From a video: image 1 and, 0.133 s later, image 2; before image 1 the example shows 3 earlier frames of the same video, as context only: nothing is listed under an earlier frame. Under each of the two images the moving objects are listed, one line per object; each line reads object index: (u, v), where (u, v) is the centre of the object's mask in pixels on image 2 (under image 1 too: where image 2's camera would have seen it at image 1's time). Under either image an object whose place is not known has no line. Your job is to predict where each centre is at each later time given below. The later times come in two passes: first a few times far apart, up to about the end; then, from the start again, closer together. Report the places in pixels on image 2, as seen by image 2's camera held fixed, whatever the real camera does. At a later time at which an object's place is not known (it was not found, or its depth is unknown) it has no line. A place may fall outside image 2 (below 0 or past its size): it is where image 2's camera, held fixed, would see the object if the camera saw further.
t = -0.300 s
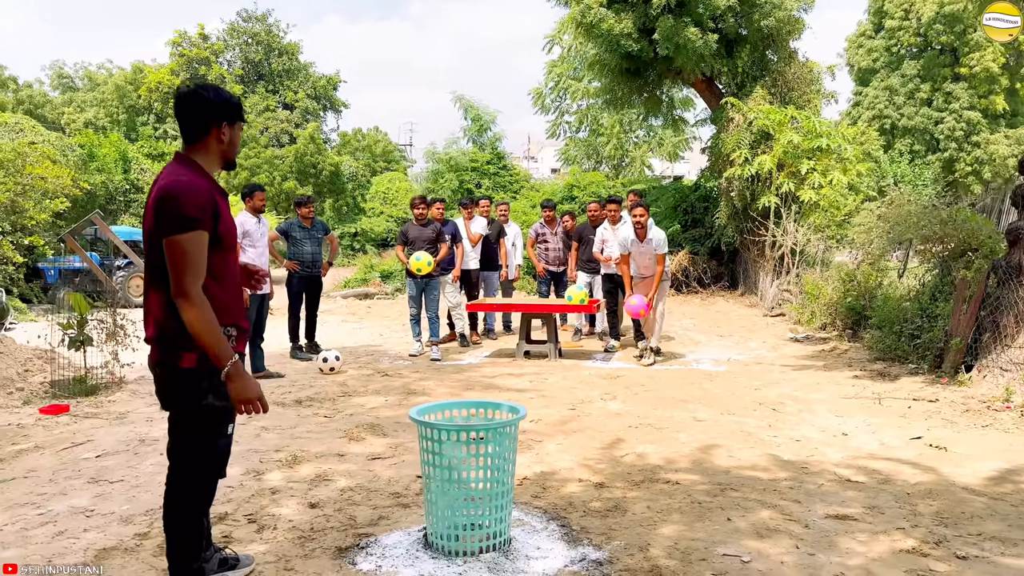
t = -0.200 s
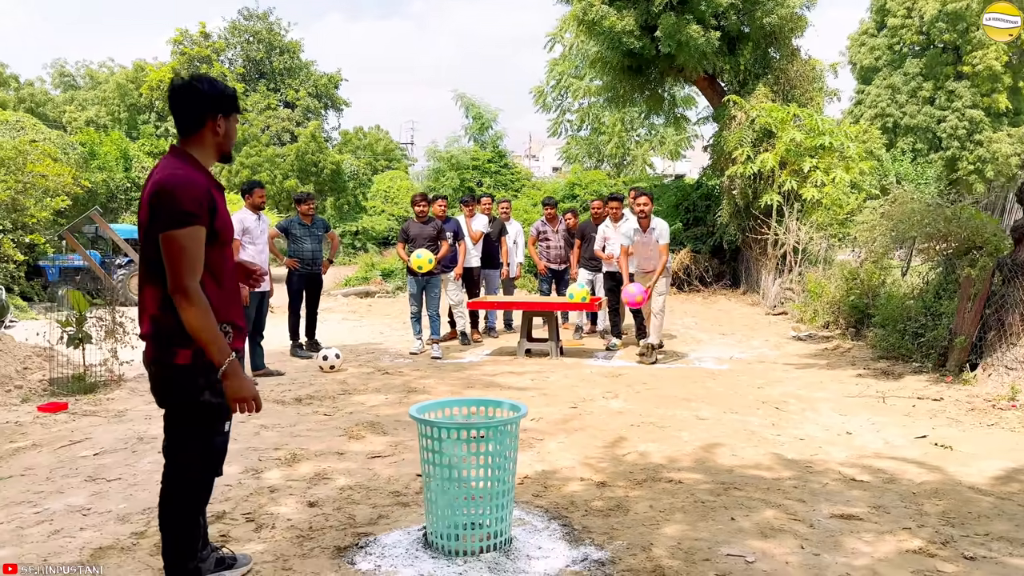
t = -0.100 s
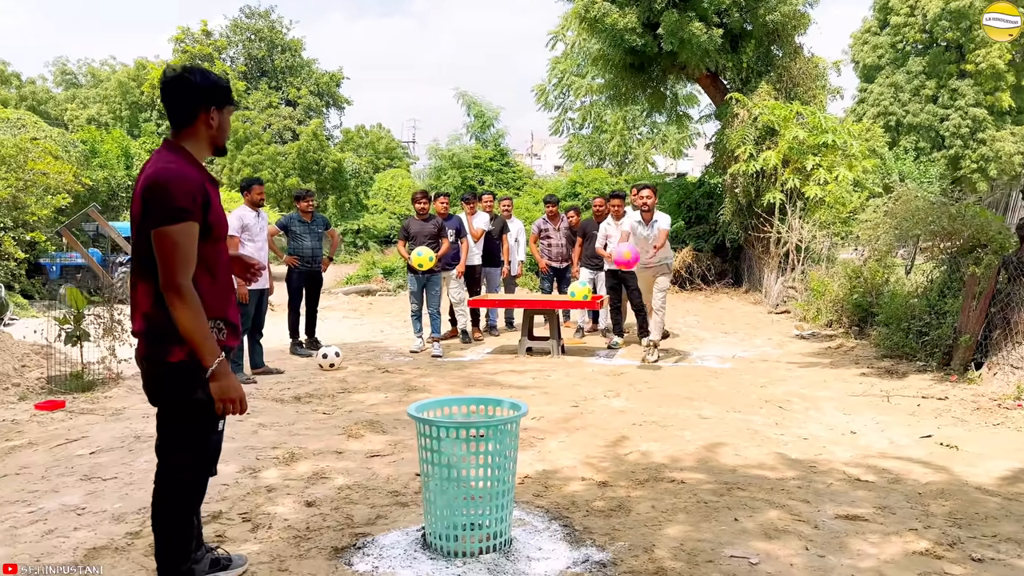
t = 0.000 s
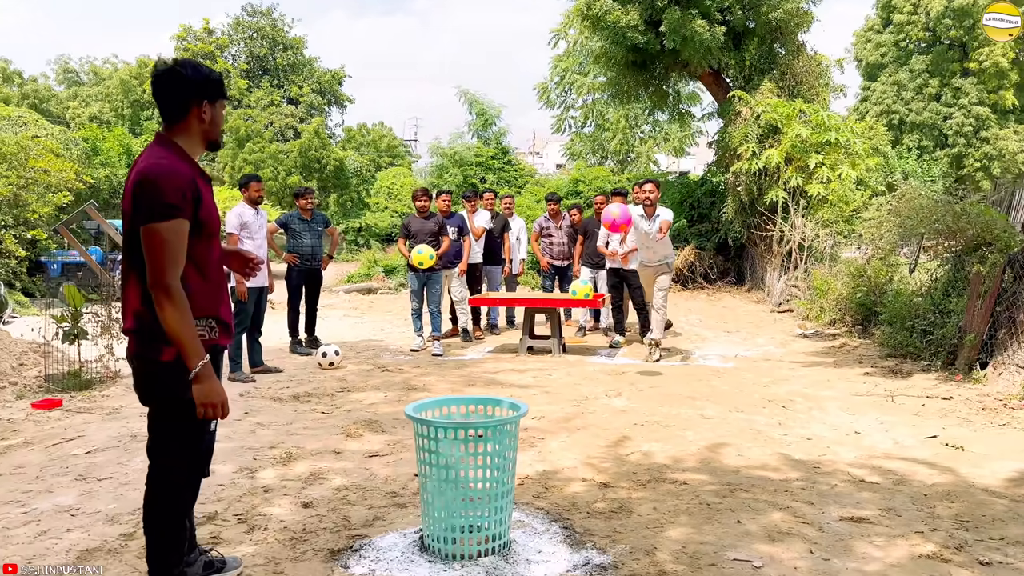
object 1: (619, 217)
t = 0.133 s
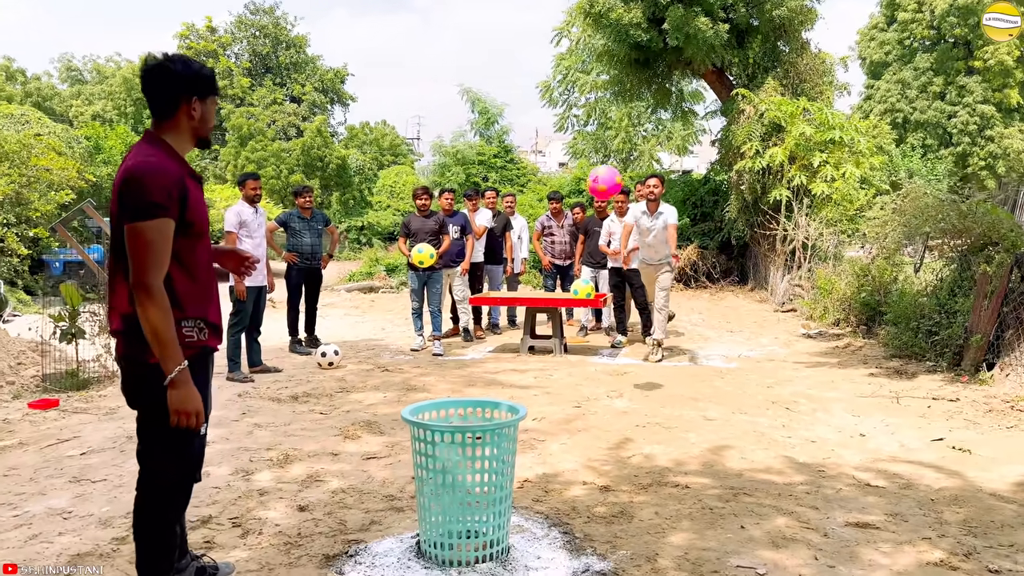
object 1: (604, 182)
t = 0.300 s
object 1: (584, 171)
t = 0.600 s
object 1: (535, 296)
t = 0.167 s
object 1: (601, 176)
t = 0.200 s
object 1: (597, 173)
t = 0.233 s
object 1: (593, 170)
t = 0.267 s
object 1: (589, 169)
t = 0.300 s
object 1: (584, 171)
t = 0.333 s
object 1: (580, 174)
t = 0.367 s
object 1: (576, 180)
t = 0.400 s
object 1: (571, 187)
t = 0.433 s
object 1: (566, 197)
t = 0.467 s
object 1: (561, 210)
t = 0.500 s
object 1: (555, 227)
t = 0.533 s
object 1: (549, 246)
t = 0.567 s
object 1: (542, 269)
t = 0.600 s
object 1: (535, 296)
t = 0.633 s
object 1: (528, 327)
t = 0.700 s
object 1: (515, 379)
